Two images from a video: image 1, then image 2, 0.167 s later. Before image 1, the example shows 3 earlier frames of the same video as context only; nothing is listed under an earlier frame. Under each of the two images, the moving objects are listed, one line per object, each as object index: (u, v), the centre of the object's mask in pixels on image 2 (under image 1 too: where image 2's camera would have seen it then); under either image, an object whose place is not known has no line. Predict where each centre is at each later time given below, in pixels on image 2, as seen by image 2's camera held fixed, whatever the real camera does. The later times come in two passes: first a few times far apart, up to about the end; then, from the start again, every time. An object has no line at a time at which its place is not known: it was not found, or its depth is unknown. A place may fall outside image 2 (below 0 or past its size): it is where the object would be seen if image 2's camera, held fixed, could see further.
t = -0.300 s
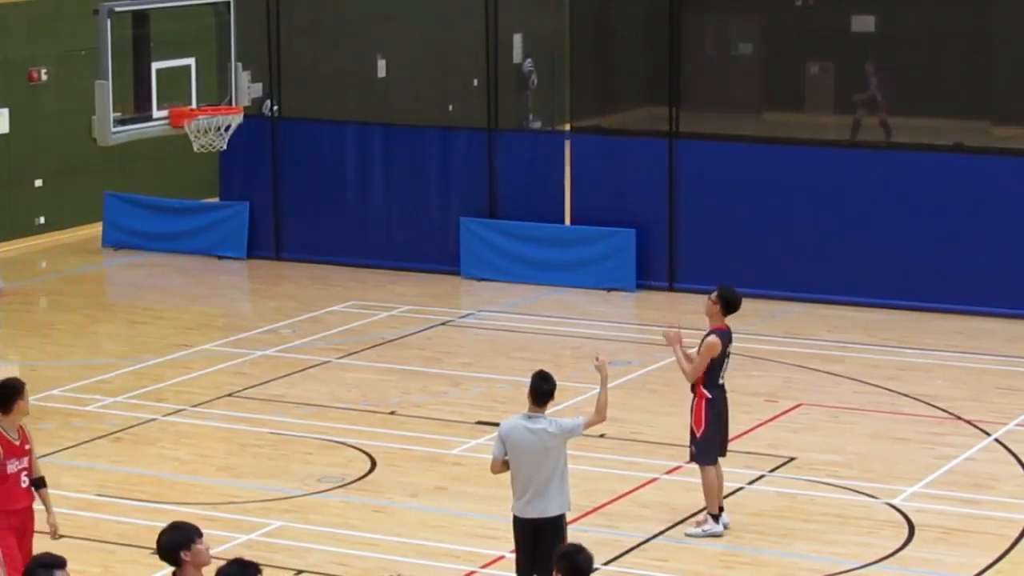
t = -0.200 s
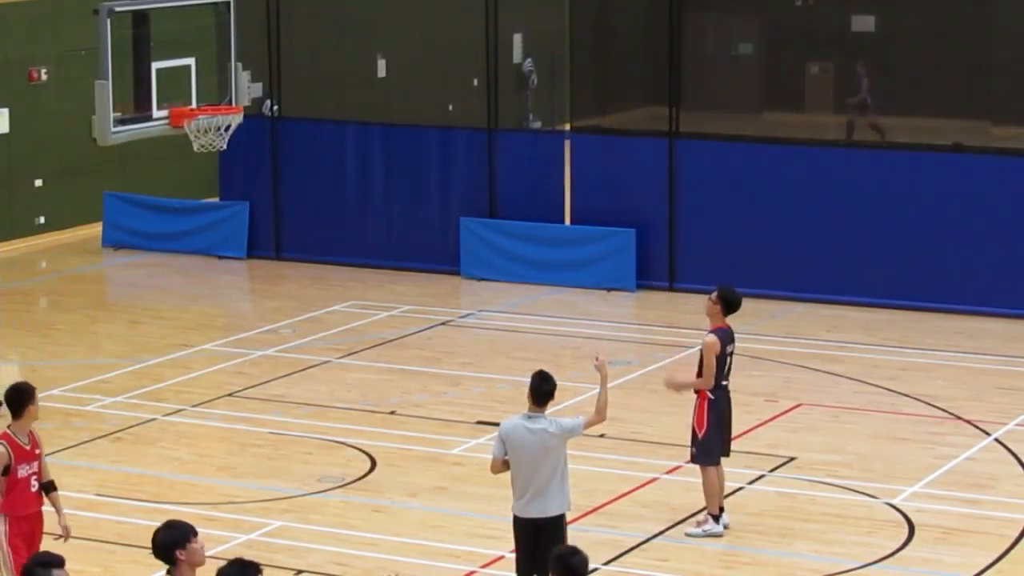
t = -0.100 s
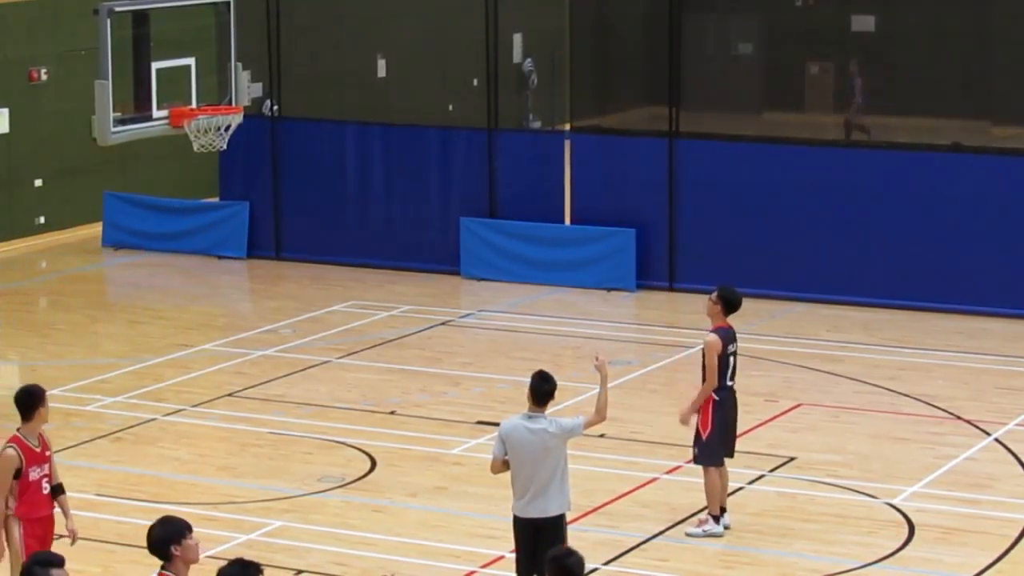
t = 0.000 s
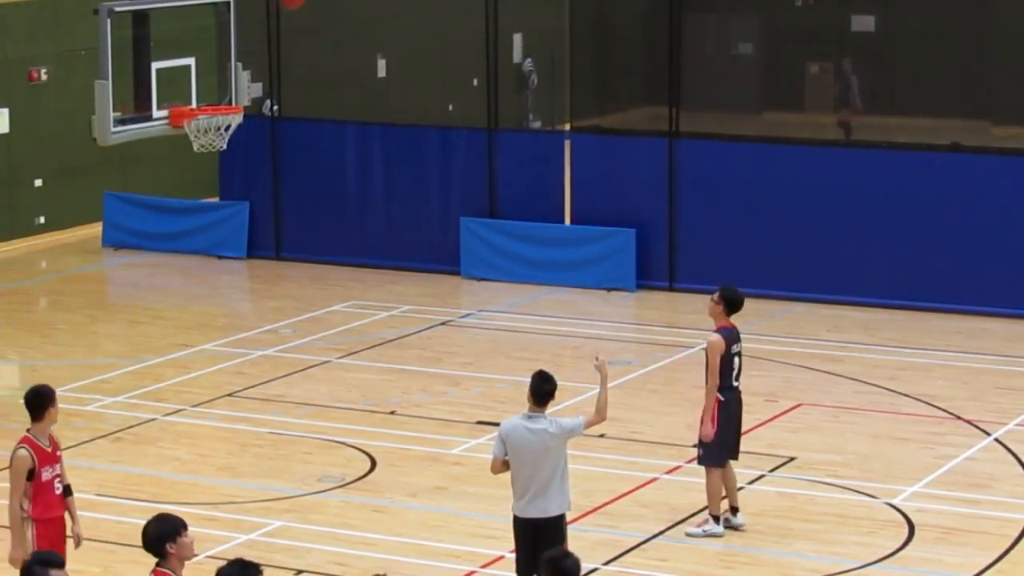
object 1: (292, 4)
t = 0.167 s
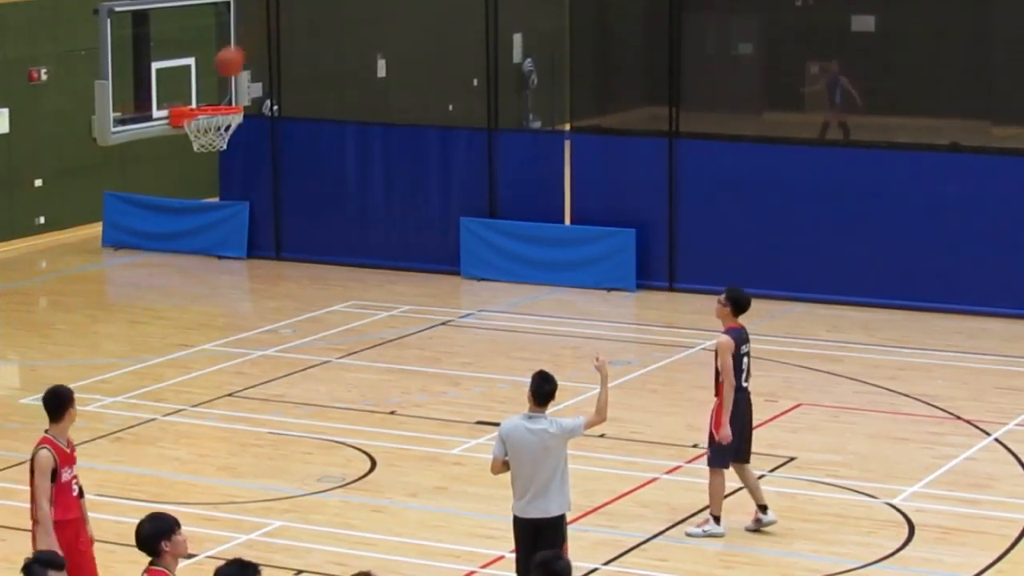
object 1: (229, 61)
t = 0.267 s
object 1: (201, 108)
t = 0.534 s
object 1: (280, 225)
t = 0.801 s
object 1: (352, 400)
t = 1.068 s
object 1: (414, 333)
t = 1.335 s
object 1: (474, 255)
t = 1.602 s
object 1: (535, 257)
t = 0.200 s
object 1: (218, 79)
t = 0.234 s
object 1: (206, 95)
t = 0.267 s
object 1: (201, 108)
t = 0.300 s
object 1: (214, 126)
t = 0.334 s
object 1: (225, 145)
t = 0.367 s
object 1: (234, 152)
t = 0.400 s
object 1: (243, 164)
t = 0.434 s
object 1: (252, 177)
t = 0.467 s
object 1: (262, 192)
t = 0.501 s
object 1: (271, 207)
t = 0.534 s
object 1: (280, 225)
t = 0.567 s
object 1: (290, 242)
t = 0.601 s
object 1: (298, 260)
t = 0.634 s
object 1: (307, 281)
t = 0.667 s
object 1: (316, 304)
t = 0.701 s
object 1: (325, 325)
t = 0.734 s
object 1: (333, 349)
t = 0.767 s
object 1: (343, 375)
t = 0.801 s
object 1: (352, 400)
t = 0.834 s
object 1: (360, 427)
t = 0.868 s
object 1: (369, 441)
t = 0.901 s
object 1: (376, 421)
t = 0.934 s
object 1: (384, 401)
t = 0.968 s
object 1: (391, 383)
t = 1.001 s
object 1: (398, 365)
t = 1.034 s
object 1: (406, 348)
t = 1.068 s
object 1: (414, 333)
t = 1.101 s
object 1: (421, 319)
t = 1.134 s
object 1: (428, 306)
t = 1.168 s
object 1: (436, 294)
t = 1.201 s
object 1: (444, 284)
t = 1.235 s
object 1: (451, 275)
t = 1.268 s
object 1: (459, 267)
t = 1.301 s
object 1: (466, 261)
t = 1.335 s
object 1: (474, 255)
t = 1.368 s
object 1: (482, 251)
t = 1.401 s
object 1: (489, 248)
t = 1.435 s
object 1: (497, 247)
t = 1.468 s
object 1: (504, 247)
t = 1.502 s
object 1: (512, 248)
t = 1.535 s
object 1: (519, 249)
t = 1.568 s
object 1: (527, 253)
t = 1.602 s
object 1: (535, 257)
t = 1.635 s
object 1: (542, 263)
